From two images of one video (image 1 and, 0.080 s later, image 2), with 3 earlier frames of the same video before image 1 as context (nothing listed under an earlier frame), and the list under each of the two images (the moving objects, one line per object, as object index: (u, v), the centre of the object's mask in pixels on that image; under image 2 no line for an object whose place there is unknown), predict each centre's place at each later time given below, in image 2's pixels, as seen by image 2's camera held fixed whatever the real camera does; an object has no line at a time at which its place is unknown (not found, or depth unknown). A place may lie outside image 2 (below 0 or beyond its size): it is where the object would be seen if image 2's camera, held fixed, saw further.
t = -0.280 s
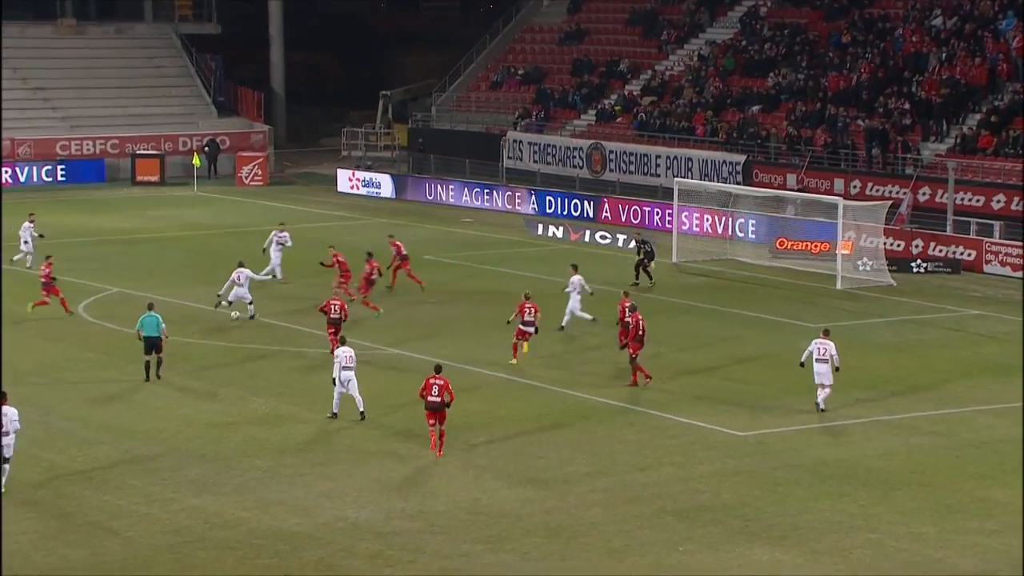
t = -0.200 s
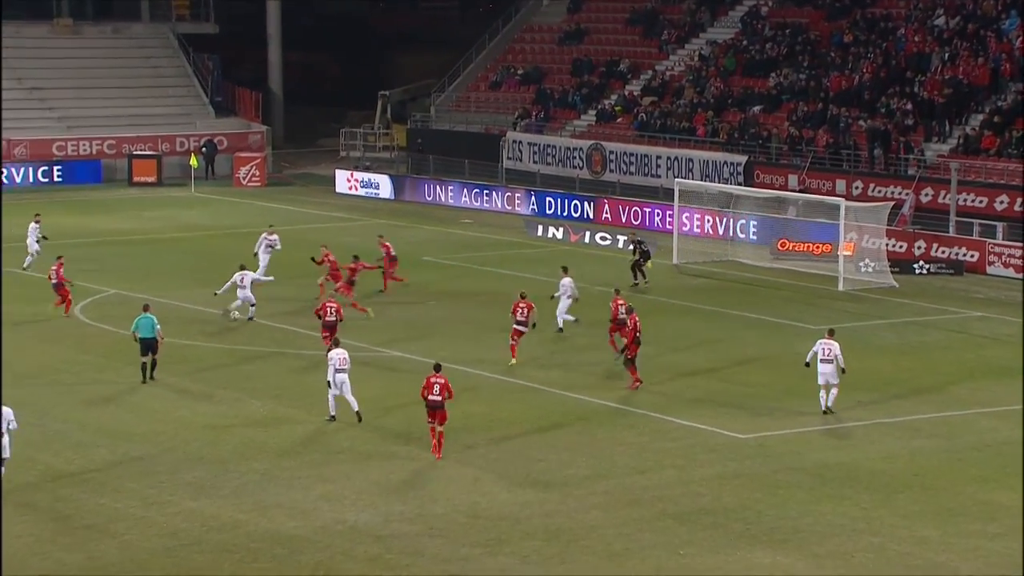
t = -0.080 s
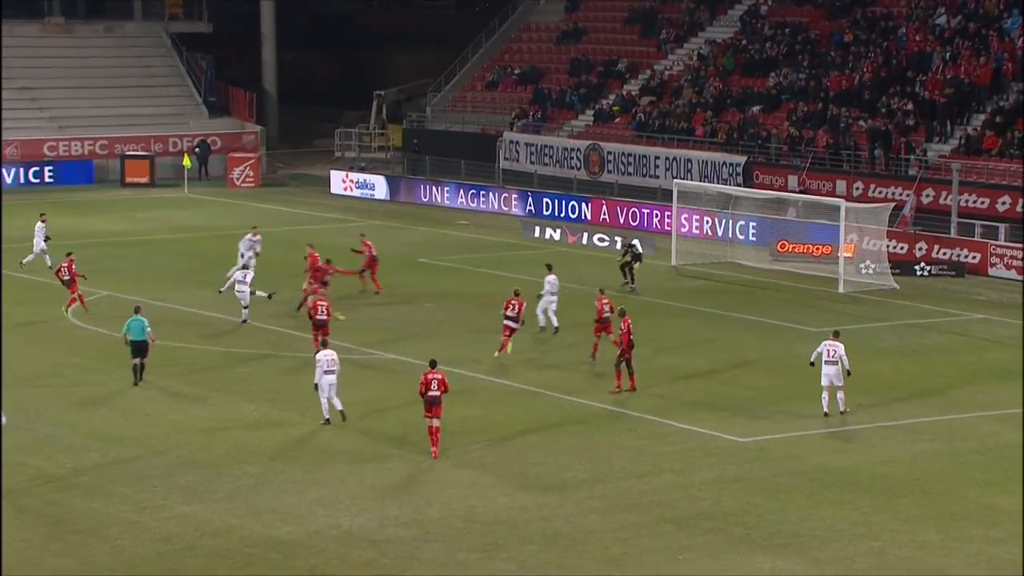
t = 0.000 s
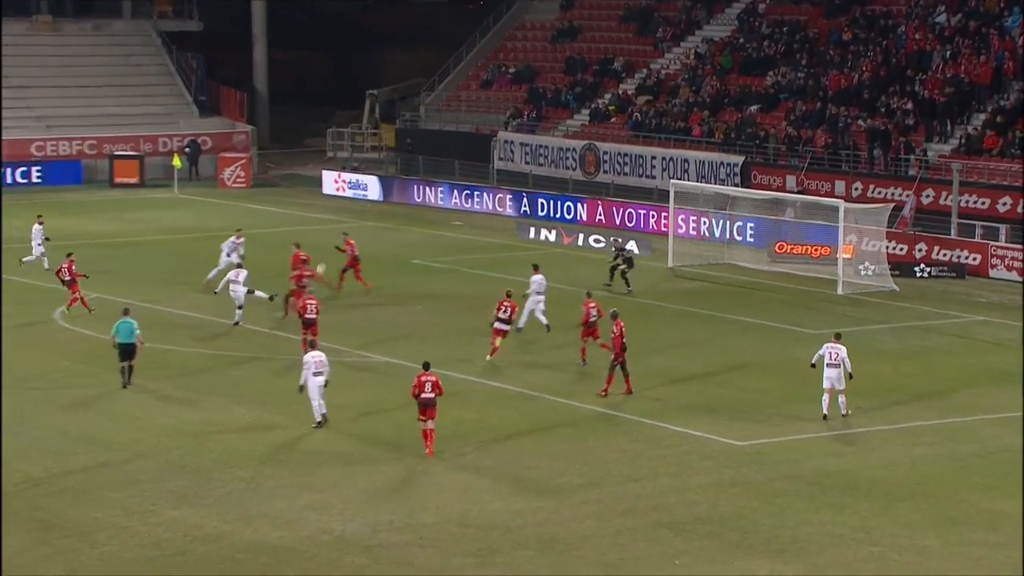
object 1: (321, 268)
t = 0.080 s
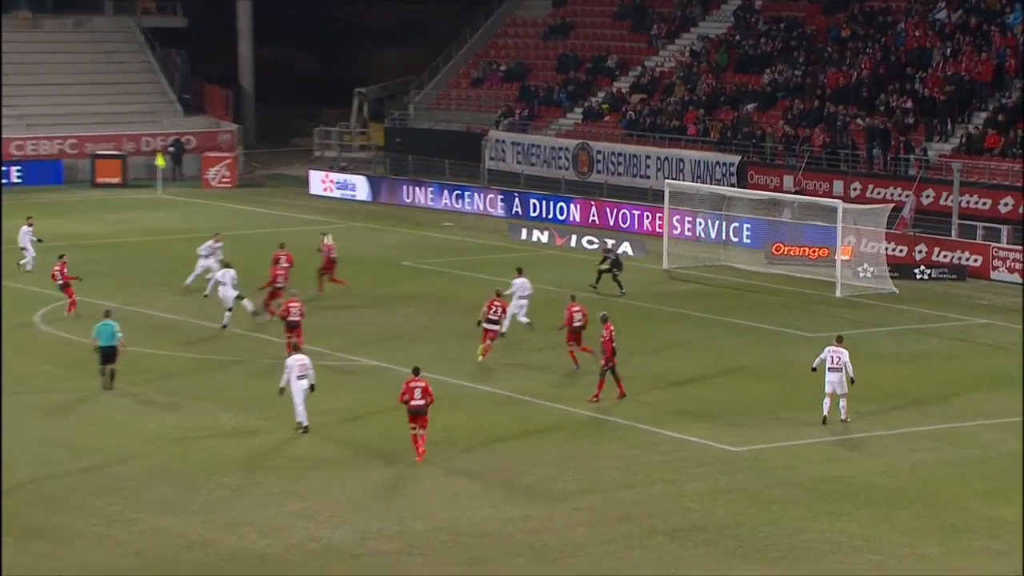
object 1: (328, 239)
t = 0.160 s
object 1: (342, 210)
